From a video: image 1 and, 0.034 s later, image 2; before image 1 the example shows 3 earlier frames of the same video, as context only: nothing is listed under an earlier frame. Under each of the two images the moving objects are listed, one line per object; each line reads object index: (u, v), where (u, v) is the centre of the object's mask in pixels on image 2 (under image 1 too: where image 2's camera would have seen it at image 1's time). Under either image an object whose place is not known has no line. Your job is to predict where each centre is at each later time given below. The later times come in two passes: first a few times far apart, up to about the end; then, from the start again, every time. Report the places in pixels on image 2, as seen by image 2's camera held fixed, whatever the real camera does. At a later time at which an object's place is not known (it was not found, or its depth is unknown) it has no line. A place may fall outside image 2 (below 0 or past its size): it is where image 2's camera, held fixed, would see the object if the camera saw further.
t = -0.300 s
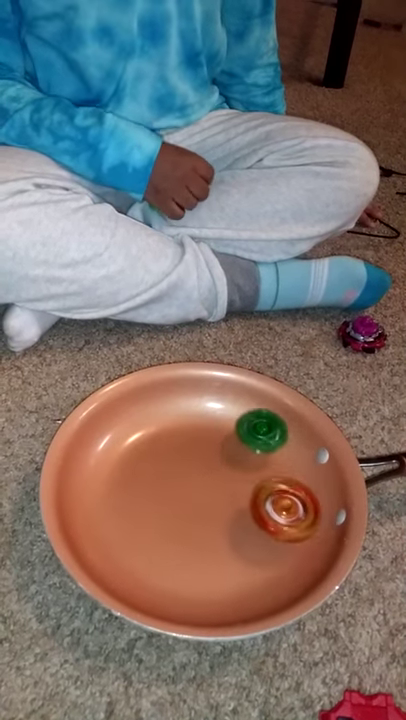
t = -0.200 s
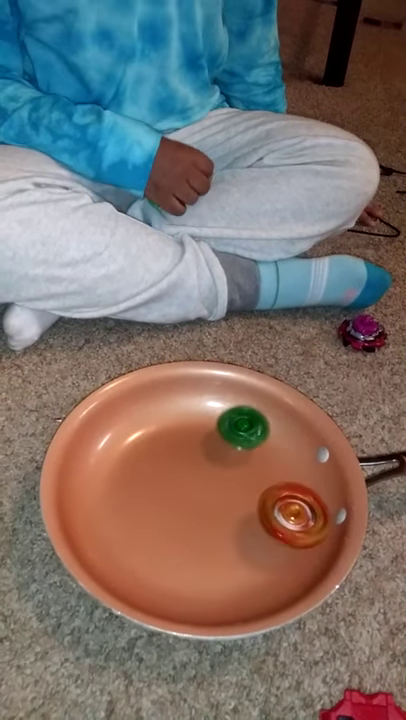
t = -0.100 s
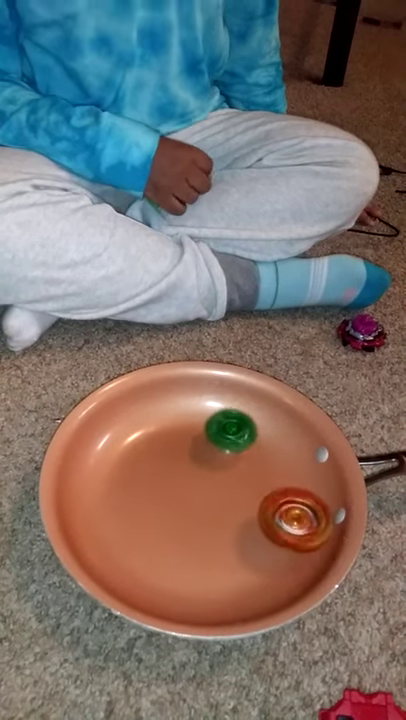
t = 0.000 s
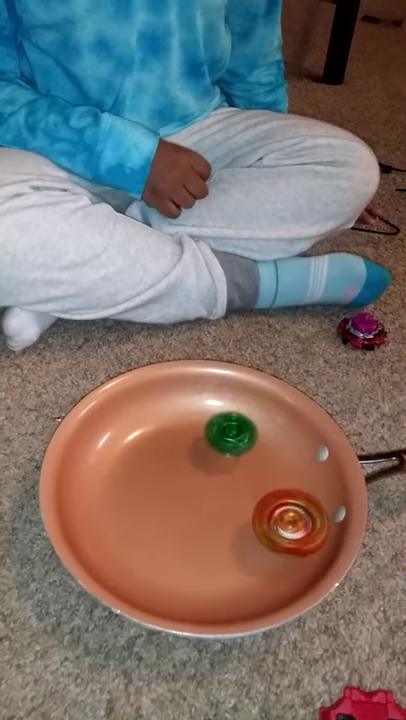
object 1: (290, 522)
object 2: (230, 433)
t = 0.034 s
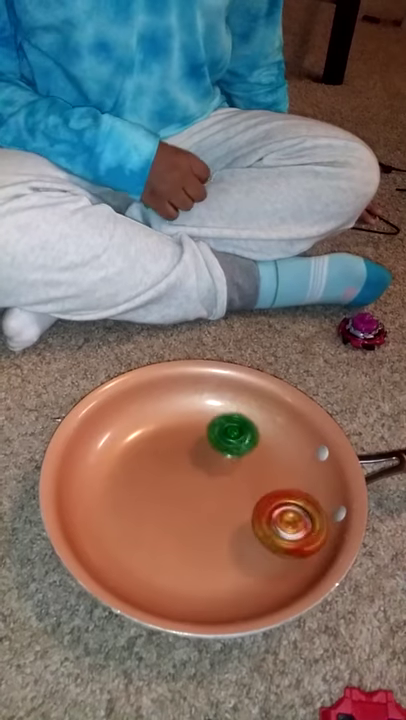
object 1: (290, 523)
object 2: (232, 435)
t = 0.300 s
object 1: (277, 506)
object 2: (246, 443)
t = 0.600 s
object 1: (270, 506)
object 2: (258, 425)
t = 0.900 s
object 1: (281, 522)
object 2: (211, 424)
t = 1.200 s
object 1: (284, 531)
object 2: (215, 431)
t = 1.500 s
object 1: (270, 514)
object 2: (237, 439)
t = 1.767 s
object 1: (259, 495)
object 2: (267, 445)
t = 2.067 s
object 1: (248, 499)
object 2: (248, 434)
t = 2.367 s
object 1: (252, 509)
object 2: (253, 445)
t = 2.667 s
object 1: (270, 511)
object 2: (275, 455)
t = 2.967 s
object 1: (282, 546)
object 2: (250, 423)
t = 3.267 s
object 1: (258, 536)
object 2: (183, 425)
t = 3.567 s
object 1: (254, 508)
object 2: (195, 424)
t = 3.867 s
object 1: (227, 488)
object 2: (220, 427)
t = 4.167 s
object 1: (200, 481)
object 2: (254, 432)
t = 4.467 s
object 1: (184, 478)
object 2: (266, 442)
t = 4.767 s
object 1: (185, 474)
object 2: (283, 472)
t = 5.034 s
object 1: (195, 468)
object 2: (295, 493)
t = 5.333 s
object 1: (214, 454)
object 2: (285, 508)
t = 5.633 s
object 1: (234, 437)
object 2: (274, 528)
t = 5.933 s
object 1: (247, 420)
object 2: (268, 538)
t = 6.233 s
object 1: (249, 429)
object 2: (269, 538)
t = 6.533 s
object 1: (246, 444)
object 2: (275, 528)
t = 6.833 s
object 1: (257, 457)
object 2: (285, 514)
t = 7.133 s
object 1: (267, 445)
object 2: (288, 504)
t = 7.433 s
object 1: (277, 443)
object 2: (270, 500)
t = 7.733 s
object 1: (263, 443)
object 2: (256, 539)
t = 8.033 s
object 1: (245, 451)
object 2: (259, 557)
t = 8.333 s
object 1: (244, 468)
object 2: (254, 541)
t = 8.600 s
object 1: (254, 463)
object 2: (249, 544)
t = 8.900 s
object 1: (255, 440)
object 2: (253, 547)
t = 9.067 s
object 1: (252, 429)
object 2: (259, 545)
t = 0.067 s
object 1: (288, 522)
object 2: (233, 436)
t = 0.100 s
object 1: (287, 521)
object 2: (235, 437)
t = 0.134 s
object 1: (285, 519)
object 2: (236, 438)
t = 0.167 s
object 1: (284, 517)
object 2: (238, 439)
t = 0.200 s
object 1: (282, 514)
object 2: (240, 440)
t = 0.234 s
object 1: (280, 511)
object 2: (242, 441)
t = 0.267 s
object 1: (279, 508)
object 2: (244, 442)
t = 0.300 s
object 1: (277, 506)
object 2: (246, 443)
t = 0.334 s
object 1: (276, 503)
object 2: (249, 444)
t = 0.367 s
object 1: (274, 500)
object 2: (251, 445)
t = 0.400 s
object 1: (272, 498)
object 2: (253, 445)
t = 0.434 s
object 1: (271, 496)
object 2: (256, 445)
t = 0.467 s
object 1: (271, 498)
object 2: (259, 442)
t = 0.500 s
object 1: (270, 500)
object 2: (260, 438)
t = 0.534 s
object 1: (270, 503)
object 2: (262, 433)
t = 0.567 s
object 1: (270, 504)
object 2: (261, 428)
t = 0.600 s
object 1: (270, 506)
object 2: (258, 425)
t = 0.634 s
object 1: (270, 508)
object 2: (253, 422)
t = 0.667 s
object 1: (271, 510)
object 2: (244, 422)
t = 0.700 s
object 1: (272, 512)
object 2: (235, 421)
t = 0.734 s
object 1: (273, 514)
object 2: (227, 421)
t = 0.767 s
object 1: (275, 516)
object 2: (221, 421)
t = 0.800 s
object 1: (276, 517)
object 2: (217, 423)
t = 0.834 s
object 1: (277, 519)
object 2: (213, 423)
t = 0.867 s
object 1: (279, 520)
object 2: (212, 424)
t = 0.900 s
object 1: (281, 522)
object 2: (211, 424)
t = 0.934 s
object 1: (283, 523)
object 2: (210, 424)
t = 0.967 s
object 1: (284, 524)
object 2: (210, 426)
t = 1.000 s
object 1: (286, 525)
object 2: (210, 425)
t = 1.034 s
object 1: (287, 526)
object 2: (210, 427)
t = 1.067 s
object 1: (287, 527)
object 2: (211, 427)
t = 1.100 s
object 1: (287, 529)
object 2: (212, 428)
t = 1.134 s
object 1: (286, 530)
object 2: (213, 429)
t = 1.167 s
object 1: (285, 531)
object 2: (214, 430)
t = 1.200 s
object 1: (284, 531)
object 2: (215, 431)
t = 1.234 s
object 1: (283, 530)
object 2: (217, 432)
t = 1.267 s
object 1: (281, 529)
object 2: (219, 432)
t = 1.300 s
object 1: (279, 528)
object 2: (221, 433)
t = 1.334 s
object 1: (278, 525)
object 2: (223, 434)
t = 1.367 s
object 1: (276, 524)
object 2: (226, 435)
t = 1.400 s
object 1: (274, 521)
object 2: (229, 436)
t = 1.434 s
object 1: (273, 519)
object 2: (231, 437)
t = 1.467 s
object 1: (272, 516)
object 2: (234, 438)
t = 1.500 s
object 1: (270, 514)
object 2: (237, 439)
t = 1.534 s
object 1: (269, 511)
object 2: (241, 440)
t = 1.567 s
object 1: (267, 509)
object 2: (244, 441)
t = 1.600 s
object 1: (266, 506)
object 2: (248, 441)
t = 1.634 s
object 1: (264, 503)
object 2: (252, 442)
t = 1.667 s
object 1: (263, 501)
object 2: (255, 443)
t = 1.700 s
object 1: (261, 500)
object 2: (259, 444)
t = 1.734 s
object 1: (260, 497)
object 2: (263, 444)
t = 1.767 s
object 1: (259, 495)
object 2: (267, 445)
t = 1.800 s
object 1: (257, 492)
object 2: (271, 445)
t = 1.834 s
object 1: (256, 492)
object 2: (274, 443)
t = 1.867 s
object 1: (254, 492)
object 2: (276, 441)
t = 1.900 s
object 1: (253, 493)
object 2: (276, 438)
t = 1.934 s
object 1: (251, 494)
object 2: (273, 436)
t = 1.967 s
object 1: (250, 495)
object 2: (266, 435)
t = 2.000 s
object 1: (250, 496)
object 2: (259, 434)
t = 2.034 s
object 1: (248, 498)
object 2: (252, 434)
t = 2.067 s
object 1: (248, 499)
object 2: (248, 434)
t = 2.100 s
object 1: (247, 501)
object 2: (245, 435)
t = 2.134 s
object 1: (247, 502)
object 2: (244, 437)
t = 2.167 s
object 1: (247, 503)
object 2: (244, 438)
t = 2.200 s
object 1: (247, 505)
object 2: (245, 439)
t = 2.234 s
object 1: (248, 506)
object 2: (246, 441)
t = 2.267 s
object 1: (249, 507)
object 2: (248, 442)
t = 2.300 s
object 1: (249, 508)
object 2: (249, 443)
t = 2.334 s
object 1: (251, 509)
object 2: (251, 444)
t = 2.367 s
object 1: (252, 509)
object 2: (253, 445)
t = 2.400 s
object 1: (254, 510)
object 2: (255, 447)
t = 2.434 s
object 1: (255, 511)
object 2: (258, 448)
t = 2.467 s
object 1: (258, 511)
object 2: (260, 449)
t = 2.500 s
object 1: (259, 512)
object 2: (262, 451)
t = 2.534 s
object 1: (261, 512)
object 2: (264, 452)
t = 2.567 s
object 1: (263, 512)
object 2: (267, 453)
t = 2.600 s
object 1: (265, 512)
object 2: (270, 454)
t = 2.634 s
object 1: (268, 511)
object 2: (272, 455)
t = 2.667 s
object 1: (270, 511)
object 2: (275, 455)
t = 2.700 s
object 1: (273, 510)
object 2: (278, 456)
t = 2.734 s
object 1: (275, 509)
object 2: (279, 457)
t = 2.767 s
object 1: (279, 509)
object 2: (281, 457)
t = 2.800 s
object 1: (280, 512)
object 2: (284, 454)
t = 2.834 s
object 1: (280, 520)
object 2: (286, 443)
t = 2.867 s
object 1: (281, 529)
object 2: (284, 432)
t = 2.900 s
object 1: (282, 536)
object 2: (276, 425)
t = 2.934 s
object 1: (282, 542)
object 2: (265, 423)
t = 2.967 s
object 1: (282, 546)
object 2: (250, 423)
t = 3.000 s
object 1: (280, 548)
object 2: (236, 423)
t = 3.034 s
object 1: (277, 548)
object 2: (223, 423)
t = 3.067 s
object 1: (272, 548)
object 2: (212, 423)
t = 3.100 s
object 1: (267, 546)
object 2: (203, 423)
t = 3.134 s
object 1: (263, 544)
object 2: (196, 423)
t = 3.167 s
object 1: (260, 542)
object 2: (190, 424)
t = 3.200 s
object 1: (258, 540)
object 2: (185, 424)
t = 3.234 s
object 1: (258, 538)
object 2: (183, 425)
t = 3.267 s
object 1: (258, 536)
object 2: (183, 425)
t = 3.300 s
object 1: (259, 534)
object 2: (184, 425)
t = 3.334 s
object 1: (259, 531)
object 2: (185, 424)
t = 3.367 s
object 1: (260, 529)
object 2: (186, 424)
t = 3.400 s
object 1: (260, 525)
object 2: (187, 424)
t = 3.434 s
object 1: (260, 522)
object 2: (189, 424)
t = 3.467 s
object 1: (259, 518)
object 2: (190, 423)
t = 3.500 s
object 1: (258, 515)
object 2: (192, 424)
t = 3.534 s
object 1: (256, 511)
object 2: (194, 423)
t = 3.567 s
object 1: (254, 508)
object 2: (195, 424)
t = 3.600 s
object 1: (252, 504)
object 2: (197, 424)
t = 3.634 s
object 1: (248, 501)
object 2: (199, 424)
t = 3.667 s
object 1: (246, 499)
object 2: (202, 424)
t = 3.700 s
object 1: (242, 497)
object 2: (205, 425)
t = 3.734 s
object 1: (240, 495)
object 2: (207, 425)
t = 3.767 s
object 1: (237, 492)
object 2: (211, 426)
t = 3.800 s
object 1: (234, 491)
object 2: (214, 425)
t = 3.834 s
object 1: (230, 489)
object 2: (217, 426)
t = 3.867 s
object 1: (227, 488)
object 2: (220, 427)
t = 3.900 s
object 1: (224, 486)
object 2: (224, 427)
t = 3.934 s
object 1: (221, 486)
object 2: (227, 428)
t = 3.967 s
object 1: (218, 484)
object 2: (231, 428)
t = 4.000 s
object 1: (214, 484)
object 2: (235, 429)
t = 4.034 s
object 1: (211, 483)
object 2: (239, 430)
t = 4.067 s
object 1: (207, 482)
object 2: (243, 430)
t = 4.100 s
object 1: (205, 482)
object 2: (247, 431)
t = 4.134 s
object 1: (202, 481)
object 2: (250, 432)
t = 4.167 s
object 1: (200, 481)
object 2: (254, 432)
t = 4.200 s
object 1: (197, 480)
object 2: (257, 433)
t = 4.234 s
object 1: (195, 479)
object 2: (260, 434)
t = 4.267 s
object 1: (192, 479)
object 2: (262, 435)
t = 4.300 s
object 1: (191, 479)
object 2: (264, 436)
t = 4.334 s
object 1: (189, 479)
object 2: (265, 436)
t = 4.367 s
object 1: (188, 478)
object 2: (266, 437)
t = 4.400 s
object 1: (187, 478)
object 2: (266, 438)
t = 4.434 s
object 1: (186, 478)
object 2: (266, 440)
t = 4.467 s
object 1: (184, 478)
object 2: (266, 442)
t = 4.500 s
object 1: (184, 478)
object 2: (267, 444)
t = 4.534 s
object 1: (184, 477)
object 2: (269, 447)
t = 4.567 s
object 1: (183, 477)
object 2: (271, 449)
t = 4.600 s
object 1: (183, 476)
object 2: (272, 453)
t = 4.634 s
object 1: (183, 476)
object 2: (275, 457)
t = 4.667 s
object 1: (184, 476)
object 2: (276, 461)
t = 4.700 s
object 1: (184, 476)
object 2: (278, 464)
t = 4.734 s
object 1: (184, 475)
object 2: (280, 468)
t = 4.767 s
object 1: (185, 474)
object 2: (283, 472)
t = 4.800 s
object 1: (186, 473)
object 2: (285, 475)
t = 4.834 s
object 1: (186, 473)
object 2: (287, 478)
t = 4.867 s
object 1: (187, 472)
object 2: (289, 481)
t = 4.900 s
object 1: (189, 471)
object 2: (290, 484)
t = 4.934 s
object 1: (190, 470)
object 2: (292, 487)
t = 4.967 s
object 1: (192, 469)
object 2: (294, 490)
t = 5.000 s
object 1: (192, 469)
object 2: (294, 492)
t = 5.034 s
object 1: (195, 468)
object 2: (295, 493)
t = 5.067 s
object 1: (196, 467)
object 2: (295, 494)
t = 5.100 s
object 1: (197, 466)
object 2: (293, 496)
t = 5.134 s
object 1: (200, 464)
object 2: (293, 498)
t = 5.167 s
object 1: (201, 463)
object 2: (292, 498)
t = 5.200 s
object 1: (204, 461)
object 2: (291, 499)
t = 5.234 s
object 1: (207, 459)
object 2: (290, 502)
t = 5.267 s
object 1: (209, 457)
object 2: (289, 503)
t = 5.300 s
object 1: (210, 456)
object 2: (287, 505)
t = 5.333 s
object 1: (214, 454)
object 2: (285, 508)
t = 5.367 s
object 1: (216, 453)
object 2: (284, 511)
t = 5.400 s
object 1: (218, 451)
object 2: (283, 513)
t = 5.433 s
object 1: (221, 449)
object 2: (282, 515)
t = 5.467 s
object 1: (223, 447)
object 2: (281, 518)
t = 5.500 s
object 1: (225, 444)
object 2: (278, 520)
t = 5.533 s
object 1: (226, 443)
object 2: (277, 521)
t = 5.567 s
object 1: (229, 441)
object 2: (276, 524)
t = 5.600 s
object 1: (231, 439)
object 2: (275, 526)
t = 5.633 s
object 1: (234, 437)
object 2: (274, 528)
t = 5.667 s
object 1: (236, 434)
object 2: (273, 529)
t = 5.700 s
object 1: (237, 433)
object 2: (272, 531)
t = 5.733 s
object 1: (239, 430)
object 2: (271, 533)
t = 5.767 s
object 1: (240, 428)
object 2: (270, 534)
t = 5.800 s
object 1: (243, 426)
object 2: (270, 535)
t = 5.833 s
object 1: (243, 424)
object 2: (270, 536)
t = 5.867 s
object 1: (244, 422)
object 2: (268, 537)
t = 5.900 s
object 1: (245, 420)
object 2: (268, 538)
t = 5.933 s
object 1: (247, 420)
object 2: (268, 538)
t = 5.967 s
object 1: (248, 420)
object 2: (268, 539)
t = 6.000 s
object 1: (250, 421)
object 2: (268, 539)
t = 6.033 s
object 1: (252, 422)
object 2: (268, 539)
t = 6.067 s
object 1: (253, 423)
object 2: (267, 539)
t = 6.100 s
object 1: (253, 424)
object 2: (268, 540)
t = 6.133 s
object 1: (252, 426)
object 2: (268, 539)
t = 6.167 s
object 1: (252, 427)
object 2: (268, 539)
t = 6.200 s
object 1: (250, 428)
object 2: (268, 538)
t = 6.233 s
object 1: (249, 429)
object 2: (269, 538)
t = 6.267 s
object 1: (249, 431)
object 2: (269, 537)
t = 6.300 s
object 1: (248, 432)
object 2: (270, 536)
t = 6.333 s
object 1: (247, 434)
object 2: (271, 535)
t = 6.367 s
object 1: (246, 435)
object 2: (270, 534)
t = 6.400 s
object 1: (246, 437)
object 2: (271, 533)
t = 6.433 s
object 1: (246, 438)
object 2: (272, 532)
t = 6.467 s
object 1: (246, 440)
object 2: (272, 531)
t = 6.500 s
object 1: (246, 442)
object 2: (273, 530)
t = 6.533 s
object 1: (246, 444)
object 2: (275, 528)
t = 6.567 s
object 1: (247, 445)
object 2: (276, 527)
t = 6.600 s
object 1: (247, 446)
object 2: (276, 525)
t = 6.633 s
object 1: (249, 449)
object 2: (278, 524)
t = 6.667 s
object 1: (250, 451)
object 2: (278, 522)
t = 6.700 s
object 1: (252, 452)
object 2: (280, 520)
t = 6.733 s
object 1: (252, 454)
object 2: (281, 519)
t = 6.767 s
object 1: (254, 456)
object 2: (283, 517)
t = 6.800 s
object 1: (256, 457)
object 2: (284, 515)
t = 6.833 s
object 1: (257, 457)
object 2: (285, 514)
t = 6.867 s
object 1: (258, 456)
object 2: (288, 517)
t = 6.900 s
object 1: (259, 455)
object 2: (291, 519)
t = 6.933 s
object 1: (260, 454)
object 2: (293, 519)
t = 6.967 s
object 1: (261, 452)
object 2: (295, 517)
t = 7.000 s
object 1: (263, 451)
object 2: (295, 515)
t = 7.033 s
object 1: (264, 449)
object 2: (294, 511)
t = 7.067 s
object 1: (264, 448)
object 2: (293, 508)
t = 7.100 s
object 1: (267, 447)
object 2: (290, 506)
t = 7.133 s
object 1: (267, 445)
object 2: (288, 504)
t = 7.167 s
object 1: (269, 444)
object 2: (286, 504)
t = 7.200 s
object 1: (271, 443)
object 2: (284, 502)
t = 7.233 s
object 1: (271, 442)
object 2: (282, 502)
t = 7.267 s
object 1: (273, 441)
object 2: (279, 502)
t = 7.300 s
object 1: (274, 440)
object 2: (277, 502)
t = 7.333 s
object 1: (276, 441)
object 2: (275, 501)
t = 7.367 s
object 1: (276, 442)
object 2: (273, 500)
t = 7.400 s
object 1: (277, 443)
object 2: (272, 500)
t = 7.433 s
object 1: (277, 443)
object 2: (270, 500)
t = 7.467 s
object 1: (276, 442)
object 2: (268, 505)
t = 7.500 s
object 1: (276, 442)
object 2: (266, 510)
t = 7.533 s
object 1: (275, 442)
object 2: (265, 514)
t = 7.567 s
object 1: (274, 442)
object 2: (263, 519)
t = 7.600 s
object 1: (271, 442)
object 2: (261, 523)
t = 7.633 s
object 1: (269, 442)
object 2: (260, 527)
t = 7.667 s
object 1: (268, 442)
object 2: (259, 531)
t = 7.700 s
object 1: (265, 442)
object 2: (258, 536)
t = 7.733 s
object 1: (263, 443)
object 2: (256, 539)
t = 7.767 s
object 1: (260, 443)
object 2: (256, 544)
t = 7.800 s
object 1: (258, 443)
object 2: (256, 546)
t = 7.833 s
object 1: (255, 444)
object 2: (255, 549)
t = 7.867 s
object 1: (253, 445)
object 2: (255, 553)
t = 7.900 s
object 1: (252, 446)
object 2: (255, 554)
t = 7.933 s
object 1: (249, 447)
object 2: (256, 556)
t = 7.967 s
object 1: (248, 449)
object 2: (256, 557)
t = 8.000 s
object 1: (247, 450)
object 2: (257, 558)
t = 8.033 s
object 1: (245, 451)
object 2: (259, 557)
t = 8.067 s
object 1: (245, 454)
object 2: (260, 556)
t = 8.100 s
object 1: (243, 455)
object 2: (260, 555)
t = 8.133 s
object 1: (243, 457)
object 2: (260, 553)
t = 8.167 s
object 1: (242, 458)
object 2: (259, 551)
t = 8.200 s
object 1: (243, 461)
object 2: (259, 549)
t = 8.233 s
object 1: (243, 463)
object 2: (258, 547)
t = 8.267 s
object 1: (242, 464)
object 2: (256, 546)
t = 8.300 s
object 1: (244, 466)
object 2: (255, 544)
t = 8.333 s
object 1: (244, 468)
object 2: (254, 541)
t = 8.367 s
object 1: (245, 470)
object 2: (253, 539)
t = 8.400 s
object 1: (246, 472)
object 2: (252, 538)
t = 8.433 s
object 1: (248, 474)
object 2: (251, 536)
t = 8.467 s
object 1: (248, 472)
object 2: (251, 538)
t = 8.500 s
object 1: (251, 471)
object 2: (250, 541)
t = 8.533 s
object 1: (252, 468)
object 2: (249, 542)
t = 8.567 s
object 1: (253, 465)
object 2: (249, 543)
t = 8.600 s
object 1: (254, 463)
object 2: (249, 544)
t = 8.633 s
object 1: (255, 460)
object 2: (248, 544)
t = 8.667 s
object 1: (254, 458)
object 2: (249, 545)
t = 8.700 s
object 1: (255, 455)
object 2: (249, 546)
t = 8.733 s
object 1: (255, 453)
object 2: (249, 547)
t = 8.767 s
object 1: (255, 451)
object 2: (249, 547)
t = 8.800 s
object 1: (256, 447)
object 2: (250, 546)
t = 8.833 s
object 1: (255, 445)
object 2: (251, 547)
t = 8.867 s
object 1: (256, 443)
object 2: (252, 547)
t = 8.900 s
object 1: (255, 440)
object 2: (253, 547)
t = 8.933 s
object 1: (255, 438)
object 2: (253, 547)
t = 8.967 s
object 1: (255, 435)
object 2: (255, 547)
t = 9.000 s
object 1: (254, 433)
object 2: (257, 546)
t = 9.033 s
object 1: (254, 431)
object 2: (257, 545)
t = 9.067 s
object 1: (252, 429)
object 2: (259, 545)
